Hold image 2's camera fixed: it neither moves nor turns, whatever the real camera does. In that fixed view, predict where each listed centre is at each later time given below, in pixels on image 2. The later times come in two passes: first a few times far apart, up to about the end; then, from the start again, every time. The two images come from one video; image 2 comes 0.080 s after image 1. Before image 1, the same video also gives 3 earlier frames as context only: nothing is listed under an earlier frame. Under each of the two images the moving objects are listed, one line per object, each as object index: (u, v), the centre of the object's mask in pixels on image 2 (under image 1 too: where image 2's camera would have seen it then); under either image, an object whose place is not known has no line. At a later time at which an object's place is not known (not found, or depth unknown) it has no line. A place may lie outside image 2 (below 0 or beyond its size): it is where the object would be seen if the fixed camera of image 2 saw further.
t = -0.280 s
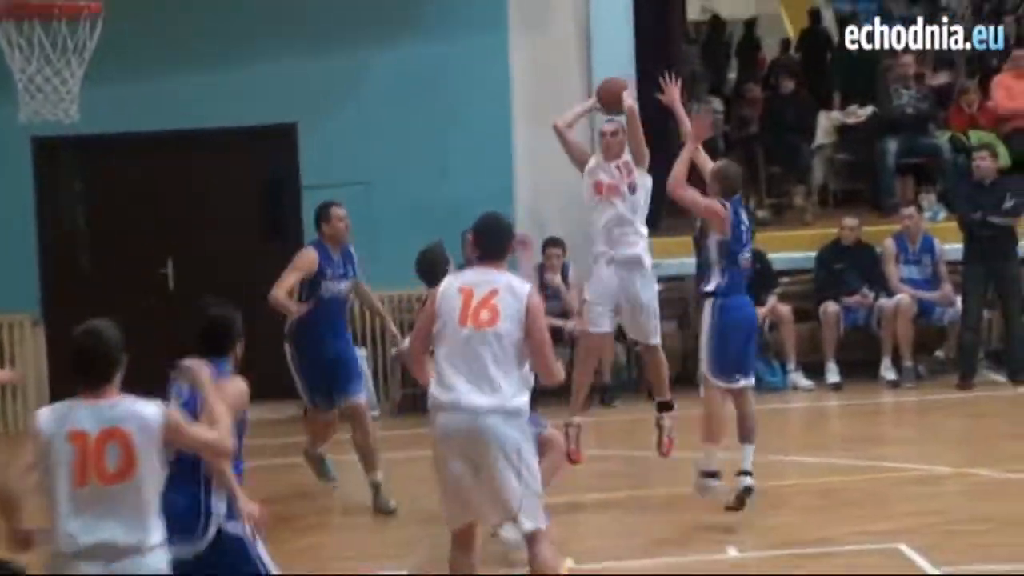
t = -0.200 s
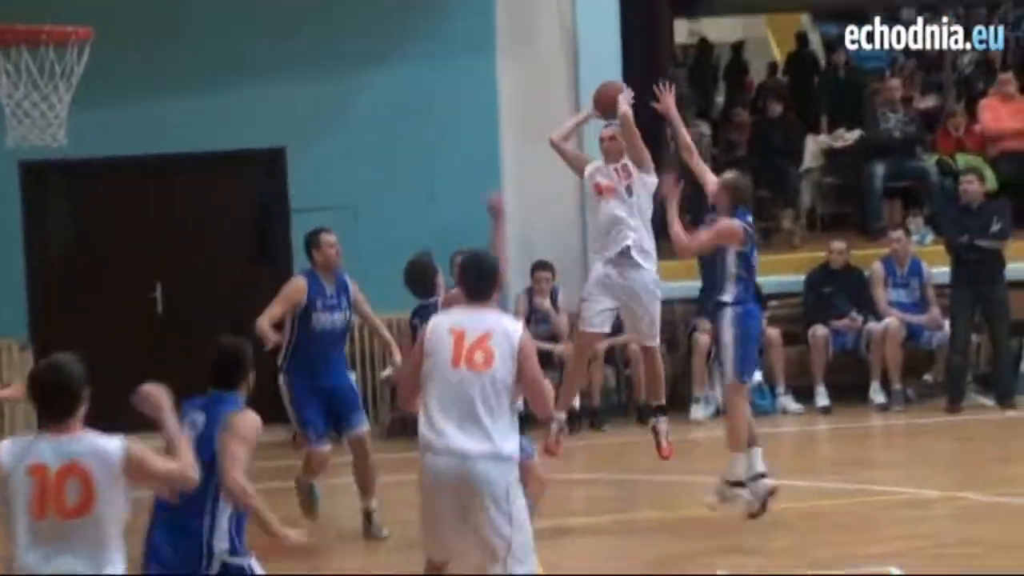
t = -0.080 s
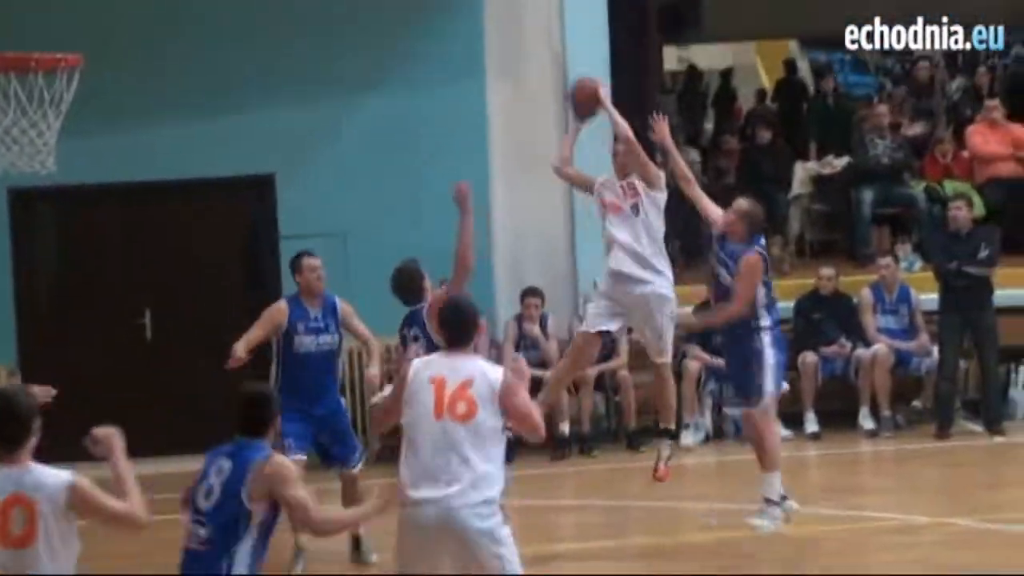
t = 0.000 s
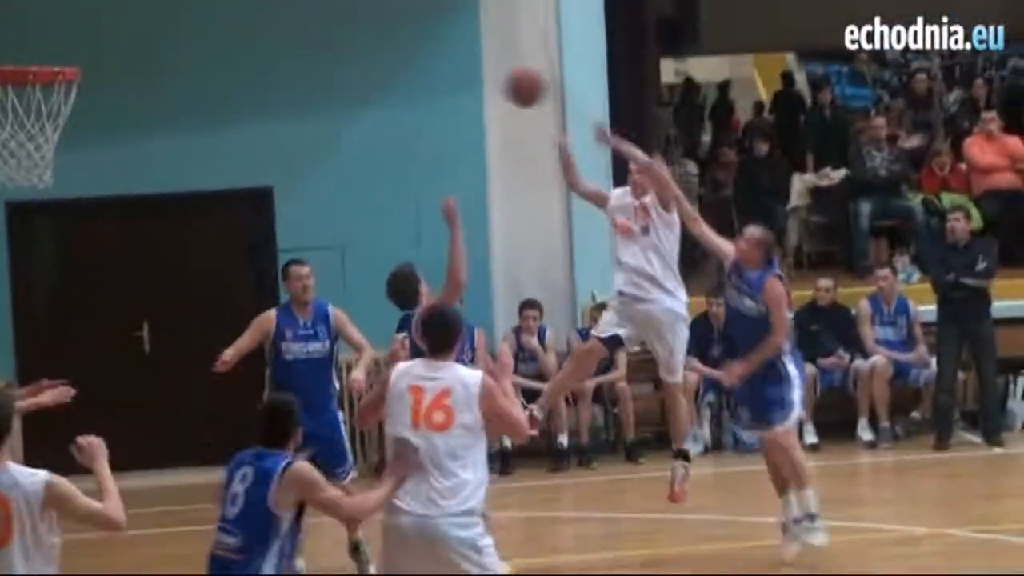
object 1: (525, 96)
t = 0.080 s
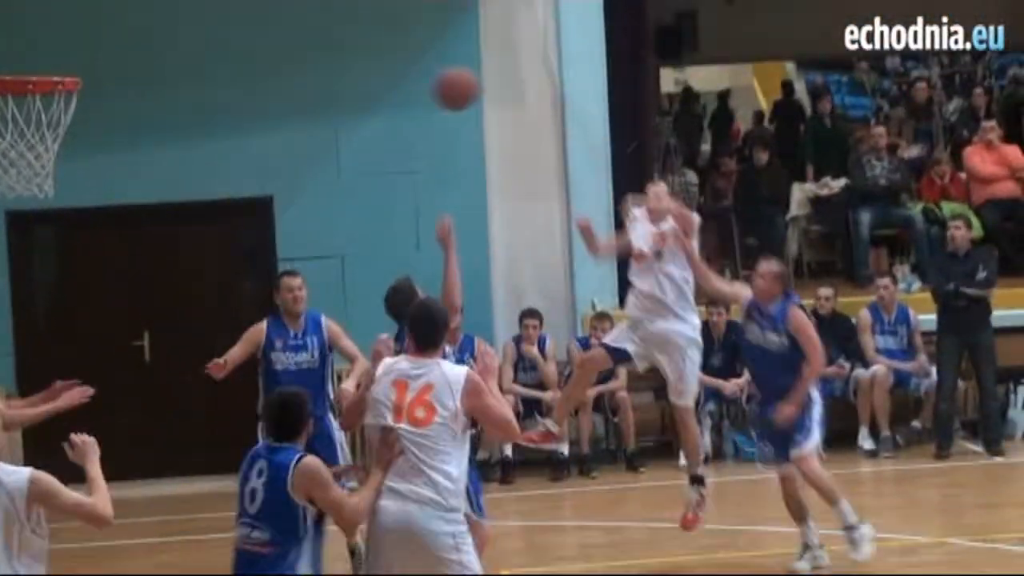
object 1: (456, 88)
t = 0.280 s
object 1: (258, 124)
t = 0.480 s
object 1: (13, 254)
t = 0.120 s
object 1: (420, 90)
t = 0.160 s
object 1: (381, 93)
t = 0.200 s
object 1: (343, 101)
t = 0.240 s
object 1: (302, 110)
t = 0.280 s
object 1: (258, 124)
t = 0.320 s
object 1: (214, 141)
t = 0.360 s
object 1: (168, 161)
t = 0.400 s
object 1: (116, 186)
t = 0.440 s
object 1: (65, 220)
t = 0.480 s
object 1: (13, 254)
